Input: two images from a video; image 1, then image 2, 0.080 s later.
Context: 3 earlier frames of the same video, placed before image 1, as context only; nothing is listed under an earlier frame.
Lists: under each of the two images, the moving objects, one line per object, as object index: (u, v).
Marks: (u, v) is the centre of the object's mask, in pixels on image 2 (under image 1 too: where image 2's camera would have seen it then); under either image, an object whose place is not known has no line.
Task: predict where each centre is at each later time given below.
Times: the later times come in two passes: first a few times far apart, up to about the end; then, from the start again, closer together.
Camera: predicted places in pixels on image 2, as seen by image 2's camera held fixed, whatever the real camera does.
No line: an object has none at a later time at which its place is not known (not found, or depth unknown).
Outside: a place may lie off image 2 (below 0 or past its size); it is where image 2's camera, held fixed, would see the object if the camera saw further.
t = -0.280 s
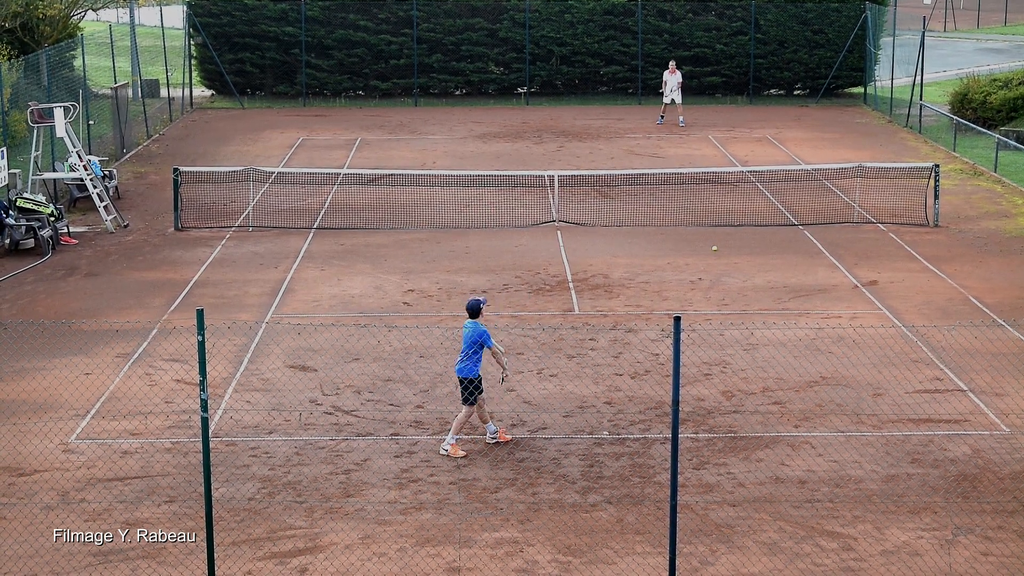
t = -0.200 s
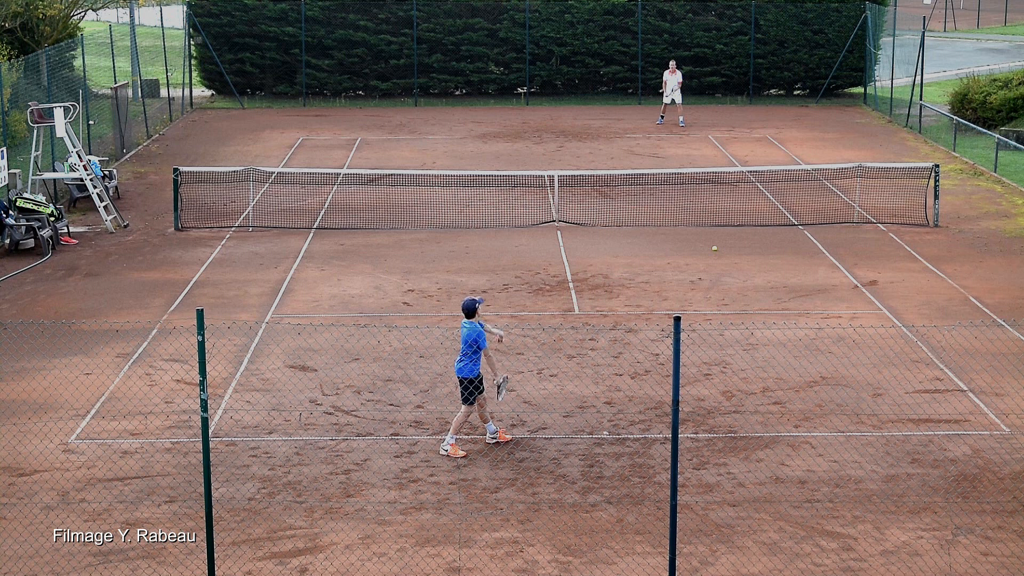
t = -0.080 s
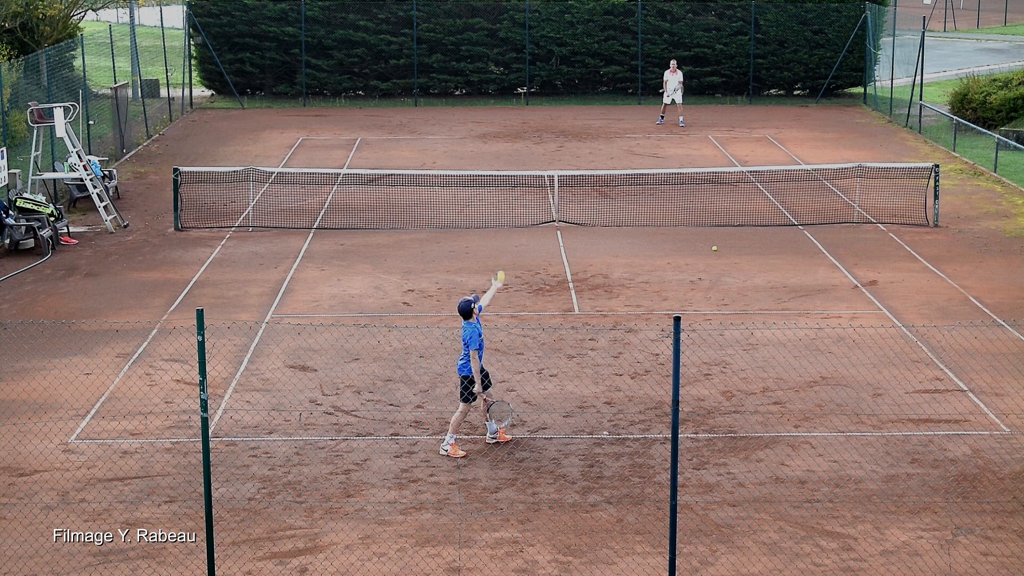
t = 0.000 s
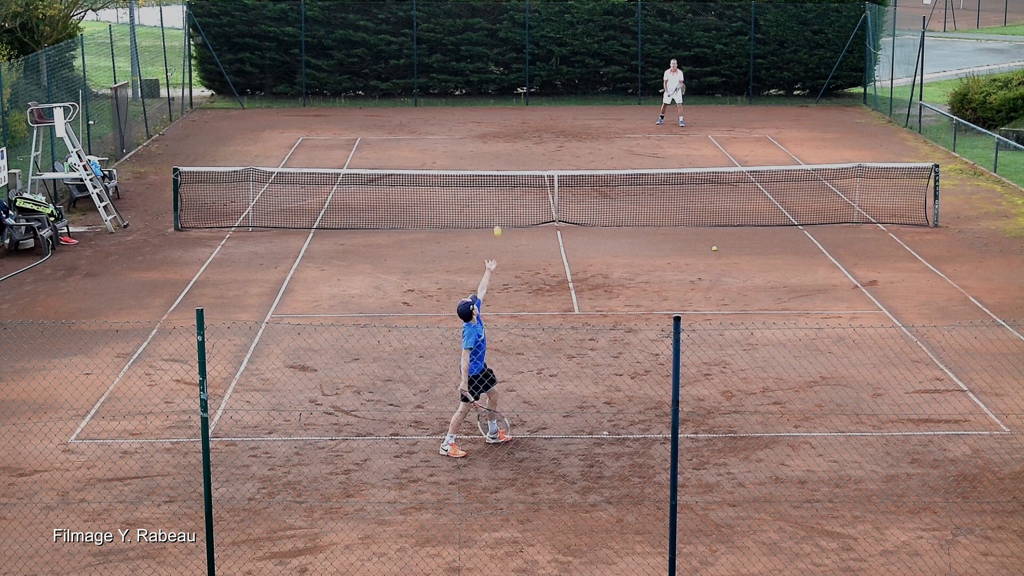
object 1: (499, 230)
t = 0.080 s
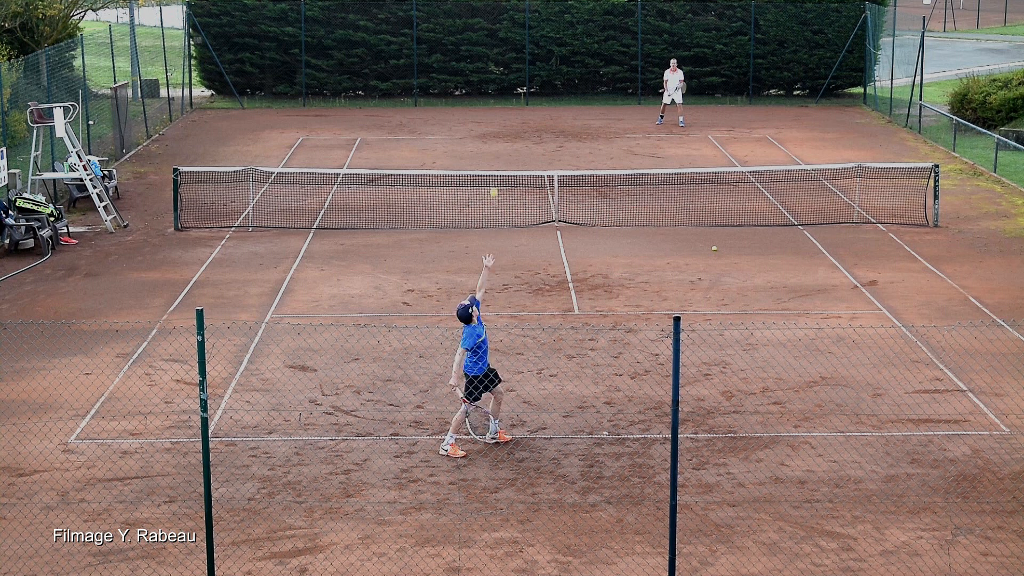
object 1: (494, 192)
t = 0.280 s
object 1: (485, 121)
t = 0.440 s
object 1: (478, 93)
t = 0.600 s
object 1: (472, 90)
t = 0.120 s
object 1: (492, 176)
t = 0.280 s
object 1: (485, 121)
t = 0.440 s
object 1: (478, 93)
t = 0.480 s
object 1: (477, 90)
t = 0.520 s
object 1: (475, 88)
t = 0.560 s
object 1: (473, 88)
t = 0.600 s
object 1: (472, 90)
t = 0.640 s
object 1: (470, 93)
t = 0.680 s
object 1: (468, 98)
